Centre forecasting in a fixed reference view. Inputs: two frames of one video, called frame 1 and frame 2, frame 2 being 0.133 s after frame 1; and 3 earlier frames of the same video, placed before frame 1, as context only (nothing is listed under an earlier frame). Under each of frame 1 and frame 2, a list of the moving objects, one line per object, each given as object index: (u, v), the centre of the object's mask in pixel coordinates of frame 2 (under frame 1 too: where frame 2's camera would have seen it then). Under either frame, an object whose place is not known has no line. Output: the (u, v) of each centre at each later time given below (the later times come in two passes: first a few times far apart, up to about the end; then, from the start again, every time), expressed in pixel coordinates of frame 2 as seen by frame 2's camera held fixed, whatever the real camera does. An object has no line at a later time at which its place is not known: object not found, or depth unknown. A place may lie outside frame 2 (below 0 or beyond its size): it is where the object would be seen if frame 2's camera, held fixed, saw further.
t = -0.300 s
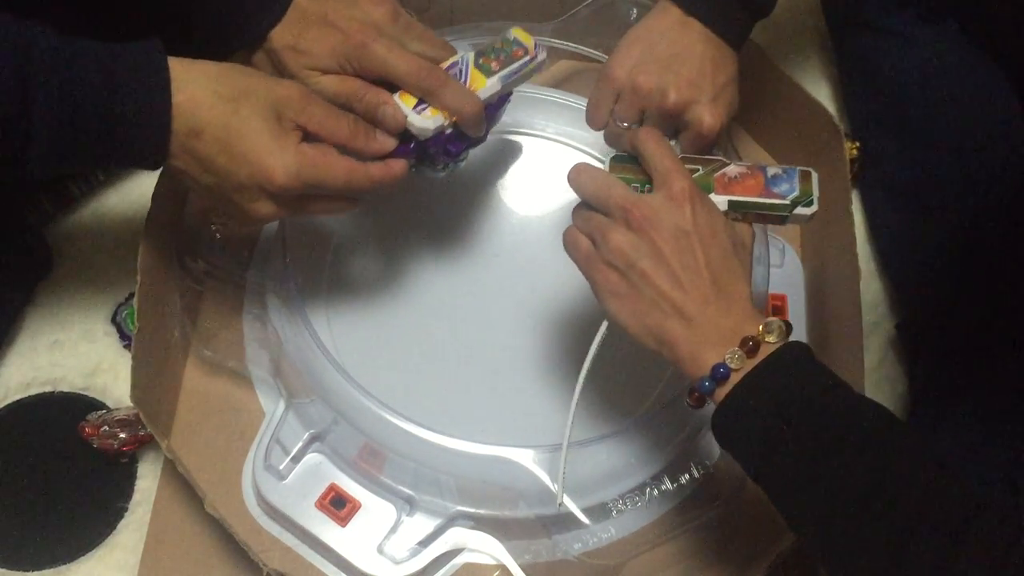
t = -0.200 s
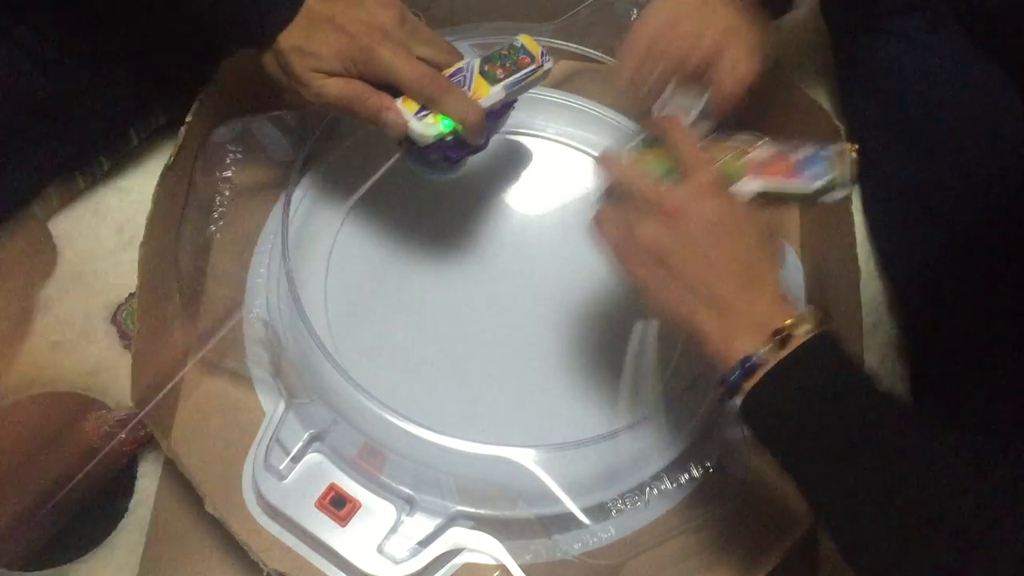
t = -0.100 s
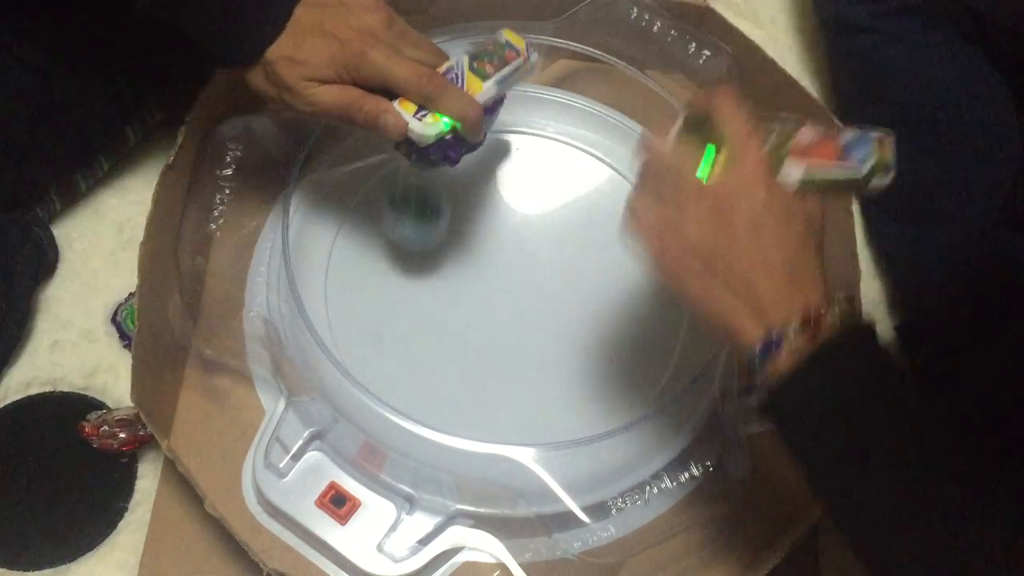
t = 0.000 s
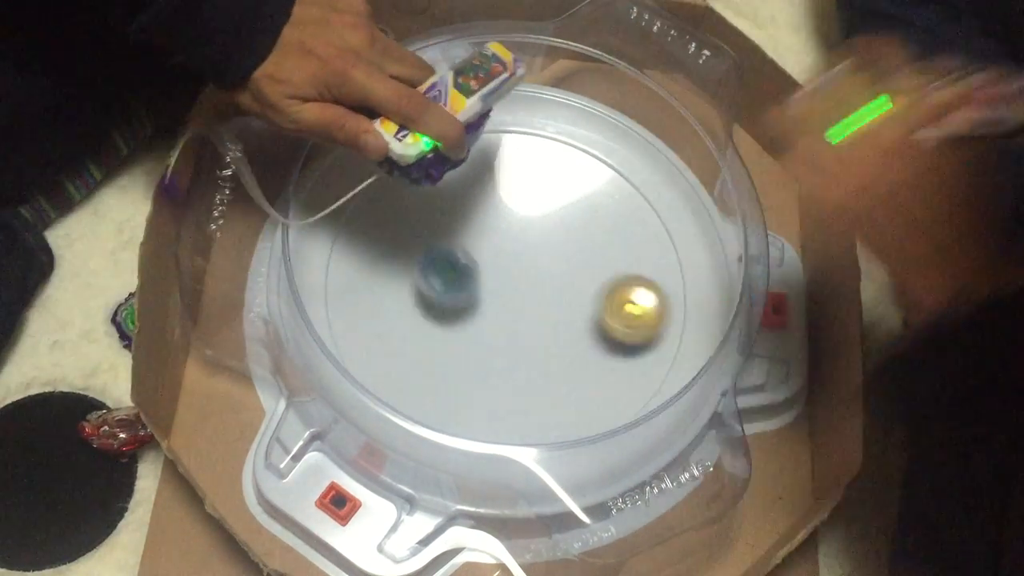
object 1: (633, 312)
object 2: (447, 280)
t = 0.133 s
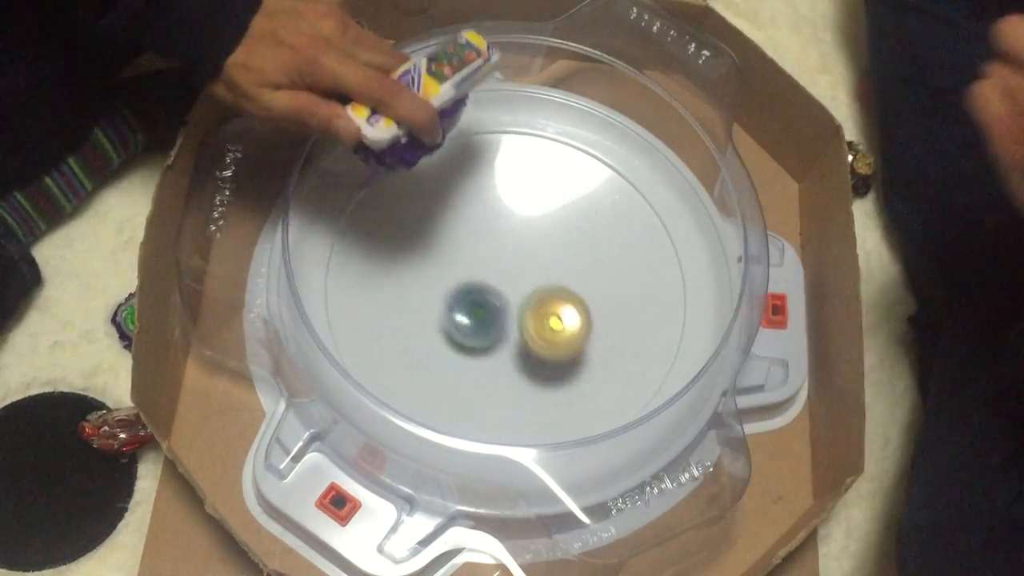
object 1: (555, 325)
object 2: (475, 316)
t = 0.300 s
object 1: (582, 382)
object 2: (419, 261)
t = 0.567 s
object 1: (557, 307)
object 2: (450, 255)
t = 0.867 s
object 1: (595, 202)
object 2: (410, 252)
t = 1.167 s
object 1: (512, 211)
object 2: (489, 320)
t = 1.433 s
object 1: (500, 288)
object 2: (531, 370)
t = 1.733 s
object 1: (534, 304)
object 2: (620, 305)
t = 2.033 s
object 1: (444, 341)
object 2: (627, 183)
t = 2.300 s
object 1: (470, 351)
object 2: (498, 233)
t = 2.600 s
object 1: (576, 321)
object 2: (472, 316)
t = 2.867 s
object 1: (518, 237)
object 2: (527, 314)
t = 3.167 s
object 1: (409, 273)
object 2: (545, 299)
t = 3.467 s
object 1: (495, 377)
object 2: (517, 293)
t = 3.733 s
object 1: (585, 280)
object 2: (508, 300)
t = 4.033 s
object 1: (481, 185)
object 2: (503, 303)
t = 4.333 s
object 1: (398, 289)
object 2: (497, 298)
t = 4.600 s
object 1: (532, 356)
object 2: (492, 289)
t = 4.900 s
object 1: (593, 222)
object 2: (491, 282)
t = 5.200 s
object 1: (449, 171)
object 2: (495, 278)
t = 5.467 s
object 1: (421, 318)
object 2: (503, 275)
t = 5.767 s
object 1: (610, 348)
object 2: (511, 276)
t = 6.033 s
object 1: (619, 222)
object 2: (513, 281)
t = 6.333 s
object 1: (456, 220)
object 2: (522, 289)
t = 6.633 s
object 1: (464, 379)
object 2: (524, 296)
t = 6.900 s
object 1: (586, 356)
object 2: (519, 300)
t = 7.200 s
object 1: (527, 227)
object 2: (507, 302)
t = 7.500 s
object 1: (403, 276)
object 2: (500, 296)
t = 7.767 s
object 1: (480, 356)
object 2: (496, 293)
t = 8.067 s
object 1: (555, 321)
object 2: (509, 250)
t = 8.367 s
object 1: (539, 282)
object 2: (482, 226)
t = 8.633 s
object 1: (546, 336)
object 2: (458, 189)
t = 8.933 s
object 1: (543, 329)
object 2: (481, 246)
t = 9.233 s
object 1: (522, 330)
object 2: (504, 259)
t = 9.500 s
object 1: (501, 332)
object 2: (522, 265)
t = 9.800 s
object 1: (477, 323)
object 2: (526, 270)
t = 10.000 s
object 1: (415, 320)
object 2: (582, 252)
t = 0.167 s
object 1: (564, 341)
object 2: (455, 305)
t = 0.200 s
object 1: (570, 365)
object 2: (440, 293)
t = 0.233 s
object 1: (574, 382)
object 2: (430, 282)
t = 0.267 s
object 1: (580, 379)
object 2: (423, 270)
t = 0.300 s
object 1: (582, 382)
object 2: (419, 261)
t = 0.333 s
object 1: (582, 390)
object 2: (419, 253)
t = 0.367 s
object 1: (582, 380)
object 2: (420, 248)
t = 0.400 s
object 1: (579, 377)
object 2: (423, 246)
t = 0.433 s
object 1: (575, 367)
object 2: (428, 246)
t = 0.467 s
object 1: (571, 353)
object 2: (433, 246)
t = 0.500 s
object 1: (567, 339)
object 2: (439, 249)
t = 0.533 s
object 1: (562, 323)
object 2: (444, 252)
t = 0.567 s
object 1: (557, 307)
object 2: (450, 255)
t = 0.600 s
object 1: (552, 290)
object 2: (457, 258)
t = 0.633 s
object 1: (547, 273)
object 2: (463, 260)
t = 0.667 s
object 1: (542, 258)
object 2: (468, 260)
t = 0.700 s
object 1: (555, 244)
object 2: (453, 259)
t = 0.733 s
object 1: (569, 233)
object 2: (438, 255)
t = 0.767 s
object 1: (580, 224)
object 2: (425, 253)
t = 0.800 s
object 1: (588, 215)
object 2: (415, 251)
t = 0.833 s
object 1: (593, 208)
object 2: (410, 250)
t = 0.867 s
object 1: (595, 202)
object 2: (410, 252)
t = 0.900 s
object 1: (593, 198)
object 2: (413, 257)
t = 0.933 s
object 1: (588, 194)
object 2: (421, 262)
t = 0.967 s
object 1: (580, 194)
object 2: (431, 269)
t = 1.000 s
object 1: (569, 195)
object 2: (443, 274)
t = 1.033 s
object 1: (555, 199)
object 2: (456, 277)
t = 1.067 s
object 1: (540, 206)
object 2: (470, 280)
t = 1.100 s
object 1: (524, 215)
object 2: (484, 281)
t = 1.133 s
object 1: (514, 217)
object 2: (489, 296)
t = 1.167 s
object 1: (512, 211)
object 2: (489, 320)
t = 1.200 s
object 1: (509, 208)
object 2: (490, 340)
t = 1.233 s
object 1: (506, 209)
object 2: (492, 355)
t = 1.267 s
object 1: (502, 214)
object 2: (495, 368)
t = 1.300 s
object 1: (499, 224)
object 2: (499, 375)
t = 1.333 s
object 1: (496, 237)
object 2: (505, 379)
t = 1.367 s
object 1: (495, 253)
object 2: (512, 379)
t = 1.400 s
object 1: (497, 271)
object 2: (521, 376)
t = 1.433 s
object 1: (500, 288)
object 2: (531, 370)
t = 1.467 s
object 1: (505, 302)
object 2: (542, 364)
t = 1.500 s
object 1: (505, 303)
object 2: (560, 368)
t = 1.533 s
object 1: (506, 303)
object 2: (575, 369)
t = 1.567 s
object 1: (508, 302)
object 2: (588, 365)
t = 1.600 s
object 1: (512, 302)
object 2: (599, 358)
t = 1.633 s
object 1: (517, 302)
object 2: (608, 348)
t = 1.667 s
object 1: (522, 302)
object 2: (614, 334)
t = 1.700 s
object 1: (528, 303)
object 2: (619, 320)
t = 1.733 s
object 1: (534, 304)
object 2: (620, 305)
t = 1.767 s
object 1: (540, 303)
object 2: (618, 292)
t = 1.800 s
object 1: (546, 304)
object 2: (614, 279)
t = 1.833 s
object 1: (543, 306)
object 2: (616, 264)
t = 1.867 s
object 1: (521, 315)
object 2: (634, 243)
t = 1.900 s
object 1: (500, 322)
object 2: (646, 225)
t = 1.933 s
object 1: (483, 328)
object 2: (653, 208)
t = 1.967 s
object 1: (466, 333)
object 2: (651, 197)
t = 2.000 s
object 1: (453, 338)
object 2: (642, 188)
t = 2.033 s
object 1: (444, 341)
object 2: (627, 183)
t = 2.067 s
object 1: (436, 344)
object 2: (611, 181)
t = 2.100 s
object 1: (433, 346)
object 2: (593, 182)
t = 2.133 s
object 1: (432, 348)
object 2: (573, 186)
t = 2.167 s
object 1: (435, 349)
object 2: (556, 192)
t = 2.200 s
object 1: (440, 350)
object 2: (539, 199)
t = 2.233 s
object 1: (448, 352)
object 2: (523, 209)
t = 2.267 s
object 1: (458, 351)
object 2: (510, 220)
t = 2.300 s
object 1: (470, 351)
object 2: (498, 233)
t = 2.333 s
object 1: (482, 351)
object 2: (489, 246)
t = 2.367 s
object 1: (494, 349)
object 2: (481, 261)
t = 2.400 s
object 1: (507, 347)
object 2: (476, 275)
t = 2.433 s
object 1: (519, 344)
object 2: (473, 288)
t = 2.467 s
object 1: (531, 341)
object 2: (473, 299)
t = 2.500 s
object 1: (547, 339)
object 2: (471, 305)
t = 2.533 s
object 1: (559, 336)
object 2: (469, 311)
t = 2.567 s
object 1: (569, 331)
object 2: (470, 313)
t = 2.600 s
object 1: (576, 321)
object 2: (472, 316)
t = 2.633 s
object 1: (579, 311)
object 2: (476, 317)
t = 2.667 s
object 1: (578, 299)
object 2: (482, 316)
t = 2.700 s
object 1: (574, 287)
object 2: (489, 315)
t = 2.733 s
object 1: (567, 275)
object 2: (496, 314)
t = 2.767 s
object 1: (558, 263)
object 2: (504, 313)
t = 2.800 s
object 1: (546, 253)
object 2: (512, 313)
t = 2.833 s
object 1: (532, 243)
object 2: (520, 313)
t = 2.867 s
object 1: (518, 237)
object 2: (527, 314)
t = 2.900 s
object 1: (504, 232)
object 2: (534, 314)
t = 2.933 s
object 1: (489, 229)
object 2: (539, 312)
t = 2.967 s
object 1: (474, 229)
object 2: (543, 312)
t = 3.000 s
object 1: (460, 230)
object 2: (547, 311)
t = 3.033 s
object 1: (447, 233)
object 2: (548, 309)
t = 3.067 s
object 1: (435, 239)
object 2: (548, 306)
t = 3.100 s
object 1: (424, 248)
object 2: (548, 304)
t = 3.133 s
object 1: (416, 259)
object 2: (547, 302)
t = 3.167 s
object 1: (409, 273)
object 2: (545, 299)
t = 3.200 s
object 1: (405, 288)
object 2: (542, 298)
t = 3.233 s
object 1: (405, 304)
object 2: (539, 296)
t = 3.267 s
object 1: (408, 320)
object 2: (536, 295)
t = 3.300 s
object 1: (415, 335)
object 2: (533, 294)
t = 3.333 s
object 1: (425, 349)
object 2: (529, 293)
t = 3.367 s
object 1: (440, 362)
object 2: (526, 293)
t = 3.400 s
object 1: (457, 371)
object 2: (522, 293)
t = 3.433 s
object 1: (474, 376)
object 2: (520, 293)
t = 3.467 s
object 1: (495, 377)
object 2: (517, 293)
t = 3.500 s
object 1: (515, 375)
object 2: (515, 294)
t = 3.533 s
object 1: (533, 368)
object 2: (514, 295)
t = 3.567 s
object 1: (549, 359)
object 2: (512, 296)
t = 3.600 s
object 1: (563, 345)
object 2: (511, 297)
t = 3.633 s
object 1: (573, 331)
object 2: (510, 298)
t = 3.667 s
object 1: (581, 314)
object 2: (509, 299)
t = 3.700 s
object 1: (585, 297)
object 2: (508, 299)
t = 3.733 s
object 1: (585, 280)
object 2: (508, 300)
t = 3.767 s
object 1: (583, 264)
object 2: (507, 301)
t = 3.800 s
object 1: (577, 248)
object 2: (506, 302)
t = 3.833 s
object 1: (570, 233)
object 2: (506, 303)
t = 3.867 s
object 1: (559, 221)
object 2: (505, 303)
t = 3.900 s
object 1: (547, 209)
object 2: (505, 303)
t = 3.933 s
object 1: (532, 199)
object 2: (504, 303)
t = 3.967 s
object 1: (515, 191)
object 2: (504, 303)
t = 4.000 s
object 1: (498, 187)
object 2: (504, 303)
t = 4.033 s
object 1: (481, 185)
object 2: (503, 303)
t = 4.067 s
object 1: (464, 186)
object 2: (503, 302)
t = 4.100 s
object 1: (447, 192)
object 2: (502, 302)
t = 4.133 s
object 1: (432, 200)
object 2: (502, 302)
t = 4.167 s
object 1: (419, 210)
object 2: (502, 301)
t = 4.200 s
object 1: (409, 222)
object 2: (501, 300)
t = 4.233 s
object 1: (401, 237)
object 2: (500, 300)
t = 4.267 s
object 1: (396, 254)
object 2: (499, 299)
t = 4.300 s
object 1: (395, 271)
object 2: (498, 299)
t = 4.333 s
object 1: (398, 289)
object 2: (497, 298)
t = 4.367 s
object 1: (404, 306)
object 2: (496, 297)
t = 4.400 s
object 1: (415, 322)
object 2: (495, 296)
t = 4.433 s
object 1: (429, 335)
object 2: (494, 295)
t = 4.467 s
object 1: (447, 347)
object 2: (493, 293)
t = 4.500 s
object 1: (468, 354)
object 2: (493, 292)
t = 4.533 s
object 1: (489, 360)
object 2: (492, 291)
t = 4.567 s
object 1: (511, 360)
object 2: (492, 290)
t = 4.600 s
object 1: (532, 356)
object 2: (492, 289)
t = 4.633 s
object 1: (551, 350)
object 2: (492, 288)
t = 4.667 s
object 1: (568, 340)
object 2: (492, 287)
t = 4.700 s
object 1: (583, 327)
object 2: (491, 286)
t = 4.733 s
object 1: (594, 312)
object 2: (492, 285)
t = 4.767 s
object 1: (601, 295)
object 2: (491, 284)
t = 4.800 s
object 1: (604, 275)
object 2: (491, 283)
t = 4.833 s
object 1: (604, 256)
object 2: (491, 283)
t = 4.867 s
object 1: (600, 239)
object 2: (491, 282)
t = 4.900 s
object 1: (593, 222)
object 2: (491, 282)
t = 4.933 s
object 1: (584, 205)
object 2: (491, 282)
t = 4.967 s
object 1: (570, 190)
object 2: (491, 281)
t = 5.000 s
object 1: (556, 179)
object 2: (491, 280)
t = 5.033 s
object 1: (537, 169)
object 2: (492, 280)
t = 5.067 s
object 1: (518, 163)
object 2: (492, 280)
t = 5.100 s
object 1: (500, 161)
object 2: (493, 280)
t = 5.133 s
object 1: (483, 161)
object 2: (494, 280)
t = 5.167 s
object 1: (464, 164)
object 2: (495, 279)
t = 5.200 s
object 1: (449, 171)
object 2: (495, 278)
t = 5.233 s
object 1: (431, 181)
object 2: (496, 278)
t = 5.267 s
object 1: (416, 197)
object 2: (497, 277)
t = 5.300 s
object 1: (406, 213)
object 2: (498, 276)
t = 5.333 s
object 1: (399, 234)
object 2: (499, 275)
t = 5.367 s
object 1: (398, 256)
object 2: (500, 275)
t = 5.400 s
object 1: (401, 277)
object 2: (500, 275)
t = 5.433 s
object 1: (409, 297)
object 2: (501, 275)
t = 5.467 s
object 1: (421, 318)
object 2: (503, 275)
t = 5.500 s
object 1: (438, 336)
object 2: (504, 275)
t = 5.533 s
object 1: (458, 351)
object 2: (505, 276)
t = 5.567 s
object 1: (481, 363)
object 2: (506, 276)
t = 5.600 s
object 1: (506, 371)
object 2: (507, 276)
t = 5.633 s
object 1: (530, 375)
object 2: (508, 275)
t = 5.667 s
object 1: (554, 373)
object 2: (509, 276)
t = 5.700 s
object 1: (576, 368)
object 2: (510, 275)
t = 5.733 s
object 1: (594, 359)
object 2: (511, 275)
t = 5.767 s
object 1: (610, 348)
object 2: (511, 276)
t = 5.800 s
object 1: (622, 334)
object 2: (512, 276)
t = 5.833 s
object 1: (632, 318)
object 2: (512, 276)
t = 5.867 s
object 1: (637, 302)
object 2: (512, 277)
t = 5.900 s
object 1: (639, 285)
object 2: (512, 278)
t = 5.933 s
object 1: (639, 268)
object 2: (512, 278)
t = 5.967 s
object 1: (636, 250)
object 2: (513, 280)
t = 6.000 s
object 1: (629, 236)
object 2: (513, 280)
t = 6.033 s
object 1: (619, 222)
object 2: (513, 281)
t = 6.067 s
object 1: (606, 210)
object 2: (514, 282)
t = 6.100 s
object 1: (591, 201)
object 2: (515, 282)
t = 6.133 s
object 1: (574, 195)
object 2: (516, 283)
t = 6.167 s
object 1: (555, 192)
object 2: (517, 284)
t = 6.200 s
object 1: (534, 191)
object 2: (518, 285)
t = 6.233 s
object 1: (514, 194)
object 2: (519, 286)
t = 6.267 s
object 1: (492, 199)
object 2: (520, 287)
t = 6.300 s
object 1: (474, 208)
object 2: (521, 288)
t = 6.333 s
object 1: (456, 220)
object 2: (522, 289)
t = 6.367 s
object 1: (439, 236)
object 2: (522, 290)
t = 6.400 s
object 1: (428, 254)
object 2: (523, 290)
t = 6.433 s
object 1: (420, 273)
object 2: (523, 292)
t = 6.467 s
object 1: (417, 294)
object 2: (524, 292)
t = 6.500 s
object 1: (418, 314)
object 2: (524, 293)
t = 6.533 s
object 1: (424, 334)
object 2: (524, 294)
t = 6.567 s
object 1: (435, 352)
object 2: (524, 295)
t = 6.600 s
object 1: (449, 367)
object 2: (524, 295)
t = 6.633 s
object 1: (464, 379)
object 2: (524, 296)
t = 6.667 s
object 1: (481, 387)
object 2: (524, 297)
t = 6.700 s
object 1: (501, 392)
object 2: (523, 297)
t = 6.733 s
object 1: (519, 393)
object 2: (522, 298)
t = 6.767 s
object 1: (536, 392)
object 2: (522, 299)
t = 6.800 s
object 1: (552, 387)
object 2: (521, 299)
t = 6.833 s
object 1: (566, 379)
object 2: (520, 299)
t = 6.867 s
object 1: (577, 369)
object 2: (519, 300)
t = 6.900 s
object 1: (586, 356)
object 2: (519, 300)
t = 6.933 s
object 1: (591, 342)
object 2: (518, 301)
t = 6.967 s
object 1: (594, 327)
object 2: (517, 302)
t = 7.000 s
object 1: (593, 312)
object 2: (515, 303)
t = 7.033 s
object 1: (589, 295)
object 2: (514, 302)
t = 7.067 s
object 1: (582, 279)
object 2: (513, 302)
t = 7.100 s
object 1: (572, 263)
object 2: (511, 302)
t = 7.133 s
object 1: (559, 248)
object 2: (510, 302)
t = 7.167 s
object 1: (544, 236)
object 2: (508, 302)
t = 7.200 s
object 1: (527, 227)
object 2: (507, 302)
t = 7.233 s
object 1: (508, 220)
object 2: (506, 302)
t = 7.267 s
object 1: (489, 217)
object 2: (505, 301)
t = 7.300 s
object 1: (471, 217)
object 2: (504, 300)
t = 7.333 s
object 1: (454, 220)
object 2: (503, 299)
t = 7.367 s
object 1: (437, 227)
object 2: (502, 298)
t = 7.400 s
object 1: (425, 236)
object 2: (501, 298)
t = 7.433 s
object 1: (415, 248)
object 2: (501, 298)
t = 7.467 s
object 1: (407, 262)
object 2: (500, 297)
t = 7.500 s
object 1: (403, 276)
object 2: (500, 296)
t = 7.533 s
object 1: (403, 292)
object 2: (500, 296)
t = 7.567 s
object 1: (407, 306)
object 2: (499, 296)
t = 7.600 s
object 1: (413, 319)
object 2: (499, 295)
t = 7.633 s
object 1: (422, 332)
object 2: (499, 295)
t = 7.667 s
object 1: (434, 342)
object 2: (498, 295)
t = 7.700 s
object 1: (448, 349)
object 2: (497, 296)
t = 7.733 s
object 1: (464, 354)
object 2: (497, 293)
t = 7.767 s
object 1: (480, 356)
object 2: (496, 293)
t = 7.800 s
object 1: (493, 362)
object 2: (497, 288)
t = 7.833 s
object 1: (504, 367)
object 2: (502, 276)
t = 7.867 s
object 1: (514, 369)
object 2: (506, 266)
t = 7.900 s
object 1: (524, 366)
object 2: (508, 260)
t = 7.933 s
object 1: (534, 361)
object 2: (510, 254)
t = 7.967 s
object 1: (542, 352)
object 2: (511, 252)
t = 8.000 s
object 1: (549, 343)
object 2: (511, 250)
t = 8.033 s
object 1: (554, 332)
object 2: (510, 250)
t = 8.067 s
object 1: (555, 321)
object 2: (509, 250)
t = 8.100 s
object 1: (555, 308)
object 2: (508, 250)
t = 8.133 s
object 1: (553, 298)
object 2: (506, 248)
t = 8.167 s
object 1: (555, 296)
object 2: (498, 239)
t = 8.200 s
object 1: (555, 293)
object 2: (492, 233)
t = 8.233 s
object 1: (554, 290)
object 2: (489, 229)
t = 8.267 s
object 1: (552, 288)
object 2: (486, 226)
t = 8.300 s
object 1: (548, 285)
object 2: (484, 226)
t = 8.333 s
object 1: (544, 283)
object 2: (483, 226)
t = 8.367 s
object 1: (539, 282)
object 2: (482, 226)
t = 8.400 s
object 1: (535, 280)
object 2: (482, 227)
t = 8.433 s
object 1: (530, 279)
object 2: (482, 228)
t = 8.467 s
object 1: (529, 287)
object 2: (479, 225)
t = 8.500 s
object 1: (534, 301)
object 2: (470, 208)
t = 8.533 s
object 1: (538, 314)
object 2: (465, 196)
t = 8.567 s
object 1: (541, 324)
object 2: (460, 190)
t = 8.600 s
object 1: (543, 331)
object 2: (458, 188)
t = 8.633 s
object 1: (546, 336)
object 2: (458, 189)
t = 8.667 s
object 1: (548, 340)
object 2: (458, 192)
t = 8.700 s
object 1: (549, 342)
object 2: (459, 196)
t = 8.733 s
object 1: (550, 342)
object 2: (461, 201)
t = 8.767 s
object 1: (551, 341)
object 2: (463, 208)
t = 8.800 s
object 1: (550, 340)
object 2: (466, 215)
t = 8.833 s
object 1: (550, 338)
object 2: (469, 222)
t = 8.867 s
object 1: (548, 335)
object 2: (472, 230)
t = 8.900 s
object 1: (546, 332)
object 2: (476, 238)
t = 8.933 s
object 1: (543, 329)
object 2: (481, 246)
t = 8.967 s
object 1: (540, 325)
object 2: (485, 252)
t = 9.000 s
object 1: (537, 323)
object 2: (489, 260)
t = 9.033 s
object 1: (533, 321)
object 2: (492, 265)
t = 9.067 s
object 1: (532, 322)
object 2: (493, 265)
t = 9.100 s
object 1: (530, 325)
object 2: (495, 264)
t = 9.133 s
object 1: (528, 325)
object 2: (498, 264)
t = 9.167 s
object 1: (525, 325)
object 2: (500, 264)
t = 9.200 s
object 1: (523, 328)
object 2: (502, 262)
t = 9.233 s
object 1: (522, 330)
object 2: (504, 259)
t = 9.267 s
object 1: (519, 330)
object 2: (507, 259)
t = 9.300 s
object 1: (517, 331)
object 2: (509, 260)
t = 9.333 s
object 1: (515, 330)
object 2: (512, 261)
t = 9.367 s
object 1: (513, 330)
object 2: (514, 262)
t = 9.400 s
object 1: (510, 329)
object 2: (516, 264)
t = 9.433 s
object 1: (507, 330)
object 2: (518, 265)
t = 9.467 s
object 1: (504, 331)
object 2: (520, 265)
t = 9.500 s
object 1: (501, 332)
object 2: (522, 265)
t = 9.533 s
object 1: (498, 331)
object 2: (524, 266)
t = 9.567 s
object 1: (496, 331)
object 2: (524, 268)
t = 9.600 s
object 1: (494, 329)
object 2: (524, 269)
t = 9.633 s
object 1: (491, 328)
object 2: (524, 271)
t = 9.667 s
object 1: (487, 327)
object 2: (525, 271)
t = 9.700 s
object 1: (484, 328)
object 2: (526, 271)
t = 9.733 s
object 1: (481, 327)
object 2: (527, 270)
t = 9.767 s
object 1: (479, 325)
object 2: (527, 270)
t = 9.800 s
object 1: (477, 323)
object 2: (526, 270)
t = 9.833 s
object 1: (475, 320)
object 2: (526, 271)
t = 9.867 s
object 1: (474, 317)
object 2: (525, 272)
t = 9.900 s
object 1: (469, 316)
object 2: (527, 273)
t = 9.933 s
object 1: (447, 318)
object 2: (548, 264)
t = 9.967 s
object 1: (428, 320)
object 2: (568, 257)
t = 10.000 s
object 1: (415, 320)
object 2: (582, 252)
